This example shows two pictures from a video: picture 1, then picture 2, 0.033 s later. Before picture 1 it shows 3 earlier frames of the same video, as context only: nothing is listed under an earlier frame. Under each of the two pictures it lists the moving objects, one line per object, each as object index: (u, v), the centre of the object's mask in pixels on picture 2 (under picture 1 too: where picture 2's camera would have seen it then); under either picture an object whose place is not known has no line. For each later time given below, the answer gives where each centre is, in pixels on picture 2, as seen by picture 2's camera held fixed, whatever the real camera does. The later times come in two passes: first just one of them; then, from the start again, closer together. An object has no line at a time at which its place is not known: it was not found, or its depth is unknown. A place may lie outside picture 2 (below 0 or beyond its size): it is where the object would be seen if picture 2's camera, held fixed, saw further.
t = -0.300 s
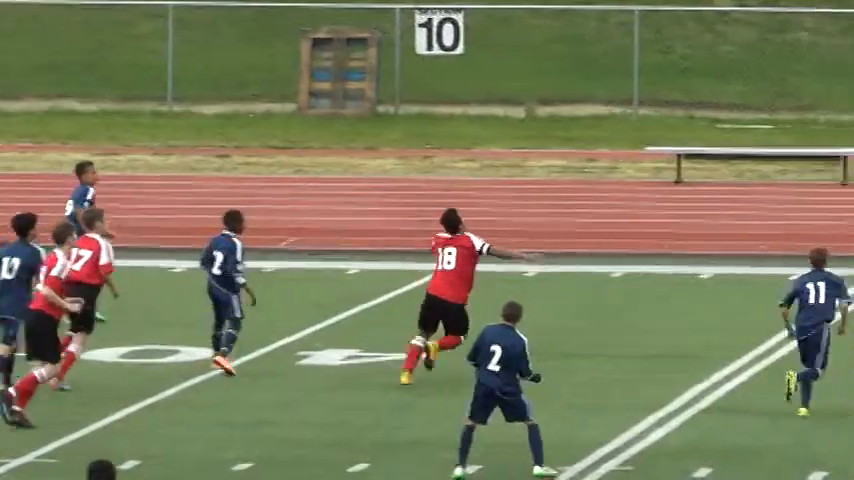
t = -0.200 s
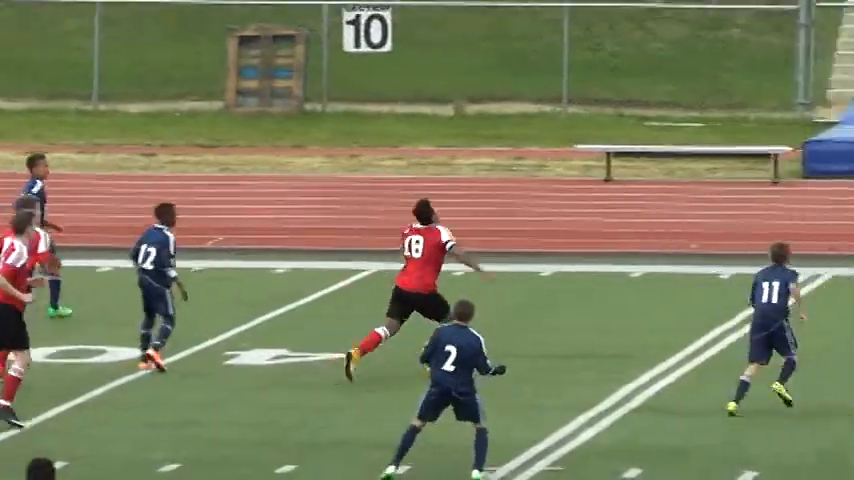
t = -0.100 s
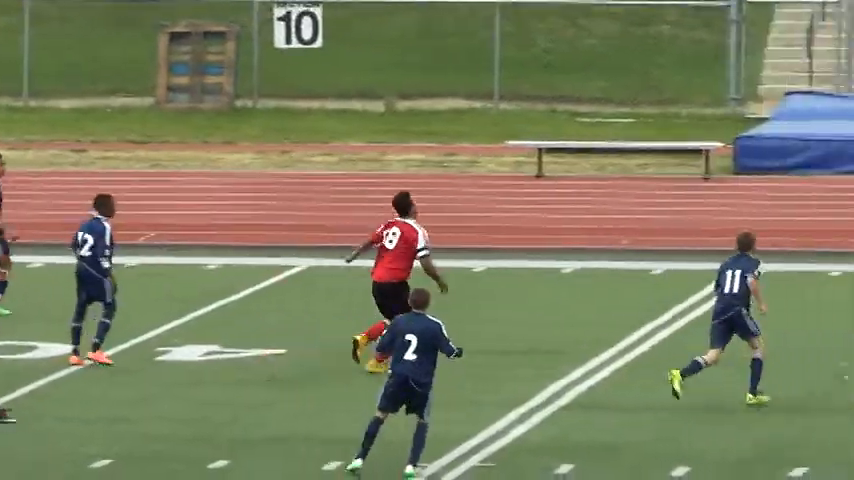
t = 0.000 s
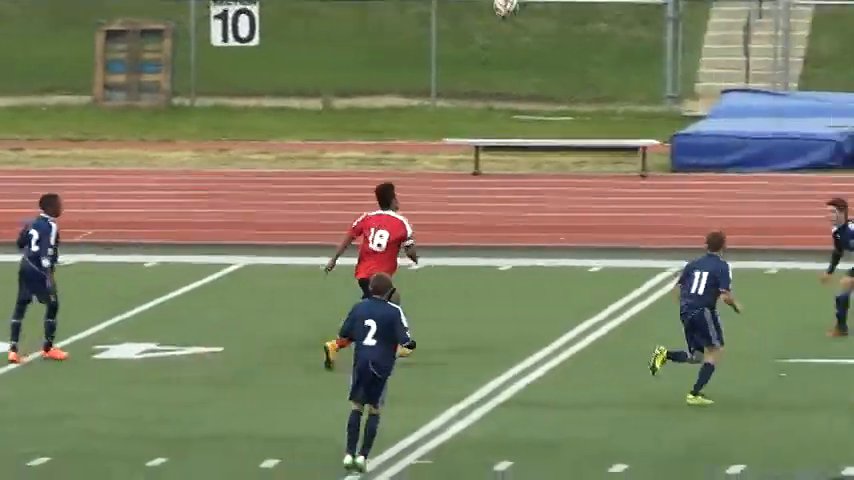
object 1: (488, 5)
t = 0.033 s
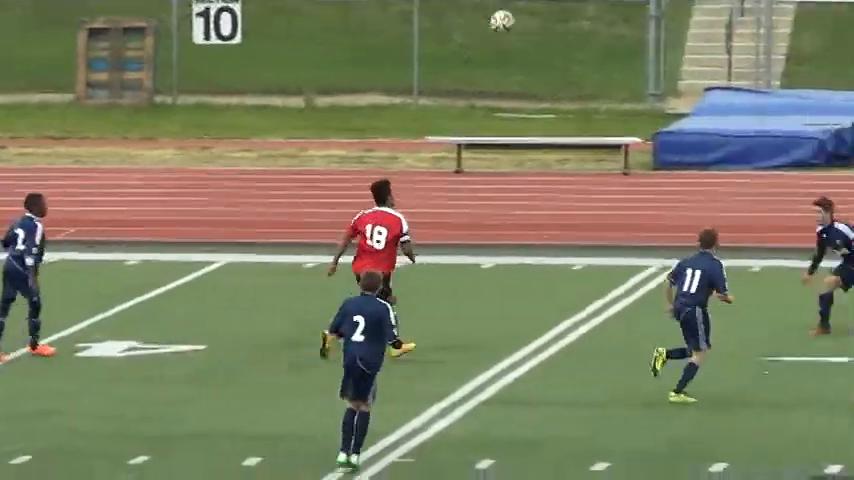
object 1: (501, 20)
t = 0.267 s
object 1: (600, 183)
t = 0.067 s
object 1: (516, 40)
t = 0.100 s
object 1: (530, 61)
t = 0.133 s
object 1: (543, 83)
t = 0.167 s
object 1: (558, 107)
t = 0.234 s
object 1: (585, 157)
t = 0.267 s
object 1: (600, 183)
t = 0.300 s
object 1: (612, 212)
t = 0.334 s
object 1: (627, 239)
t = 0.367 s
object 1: (642, 272)
